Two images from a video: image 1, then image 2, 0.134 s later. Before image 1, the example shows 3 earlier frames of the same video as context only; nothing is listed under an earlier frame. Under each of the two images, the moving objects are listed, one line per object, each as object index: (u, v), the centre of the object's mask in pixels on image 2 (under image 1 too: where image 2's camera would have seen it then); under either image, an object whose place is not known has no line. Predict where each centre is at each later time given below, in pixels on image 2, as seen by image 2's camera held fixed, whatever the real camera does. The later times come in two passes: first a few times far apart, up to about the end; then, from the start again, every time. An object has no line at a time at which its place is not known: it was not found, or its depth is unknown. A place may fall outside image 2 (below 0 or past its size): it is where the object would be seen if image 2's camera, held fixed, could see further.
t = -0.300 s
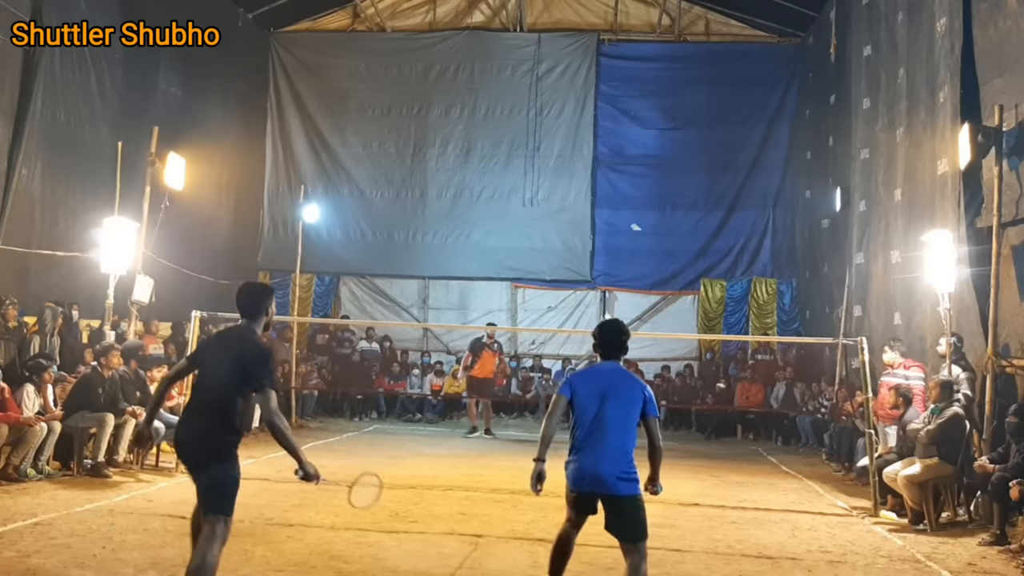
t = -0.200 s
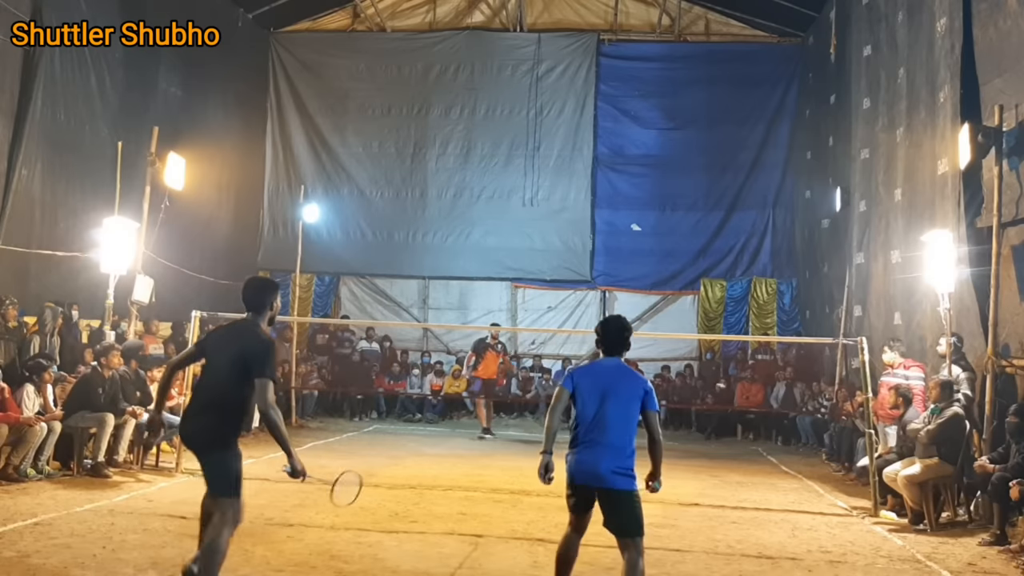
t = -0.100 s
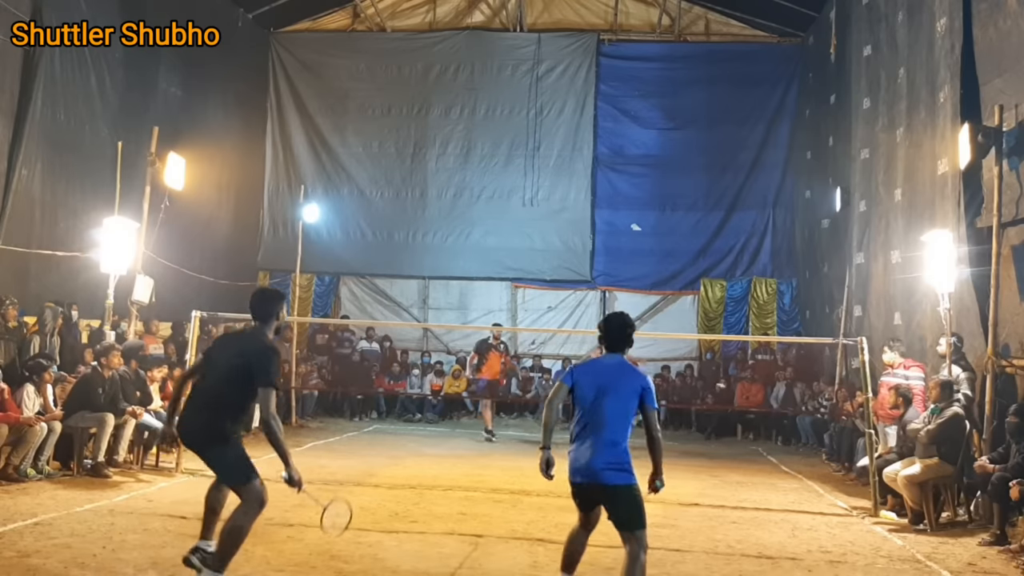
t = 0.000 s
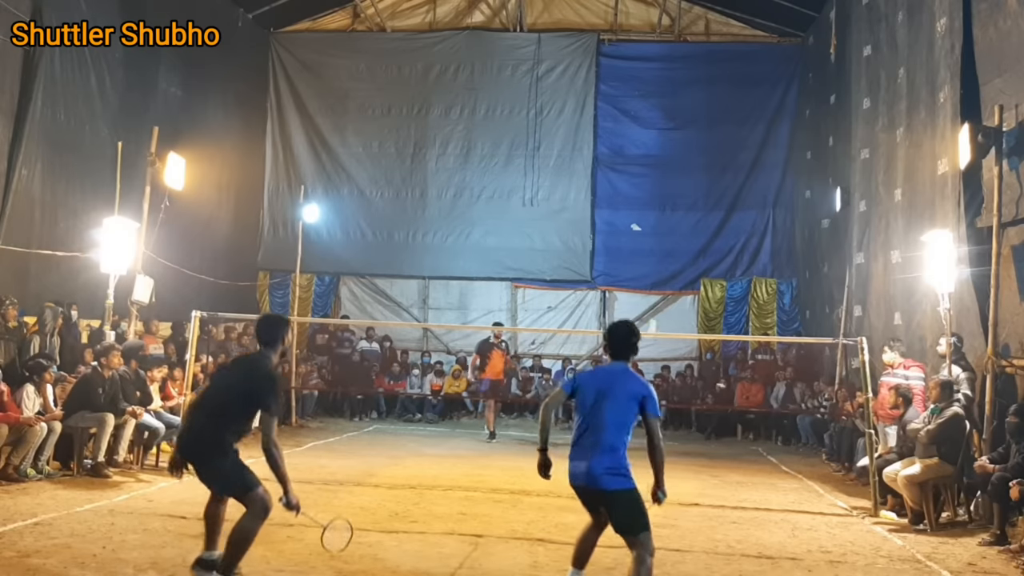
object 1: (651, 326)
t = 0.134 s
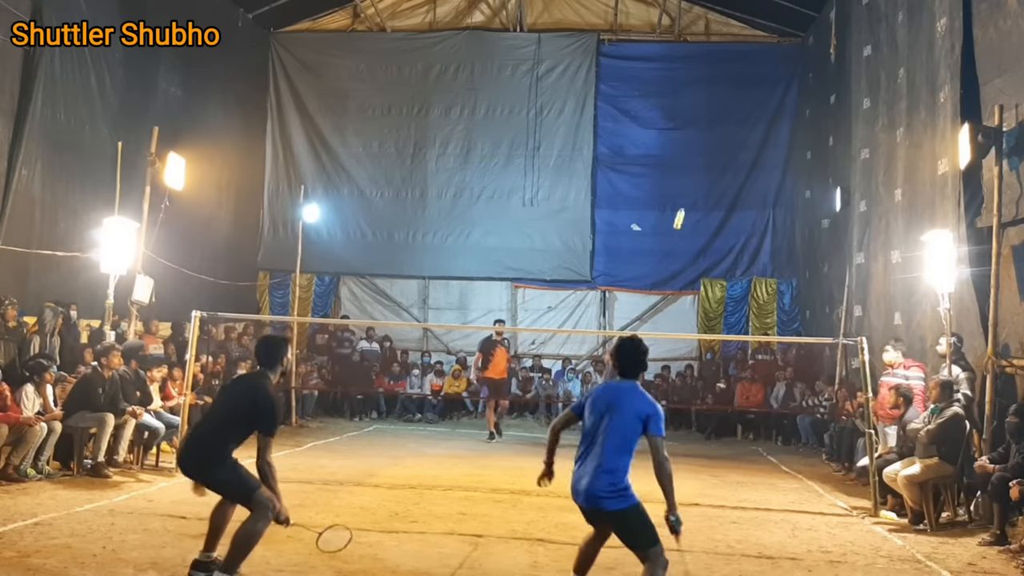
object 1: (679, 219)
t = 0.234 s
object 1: (699, 153)
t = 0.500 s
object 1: (750, 34)
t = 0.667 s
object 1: (783, 7)
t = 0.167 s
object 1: (686, 196)
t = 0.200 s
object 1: (692, 174)
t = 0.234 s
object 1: (699, 153)
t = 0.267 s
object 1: (706, 134)
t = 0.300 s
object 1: (712, 115)
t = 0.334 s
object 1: (719, 99)
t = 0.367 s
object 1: (725, 83)
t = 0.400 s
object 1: (732, 68)
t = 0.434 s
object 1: (738, 55)
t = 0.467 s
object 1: (744, 44)
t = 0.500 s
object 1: (750, 34)
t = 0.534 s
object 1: (757, 25)
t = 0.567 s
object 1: (763, 18)
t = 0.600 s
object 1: (770, 13)
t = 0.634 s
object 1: (776, 9)
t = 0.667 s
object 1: (783, 7)
